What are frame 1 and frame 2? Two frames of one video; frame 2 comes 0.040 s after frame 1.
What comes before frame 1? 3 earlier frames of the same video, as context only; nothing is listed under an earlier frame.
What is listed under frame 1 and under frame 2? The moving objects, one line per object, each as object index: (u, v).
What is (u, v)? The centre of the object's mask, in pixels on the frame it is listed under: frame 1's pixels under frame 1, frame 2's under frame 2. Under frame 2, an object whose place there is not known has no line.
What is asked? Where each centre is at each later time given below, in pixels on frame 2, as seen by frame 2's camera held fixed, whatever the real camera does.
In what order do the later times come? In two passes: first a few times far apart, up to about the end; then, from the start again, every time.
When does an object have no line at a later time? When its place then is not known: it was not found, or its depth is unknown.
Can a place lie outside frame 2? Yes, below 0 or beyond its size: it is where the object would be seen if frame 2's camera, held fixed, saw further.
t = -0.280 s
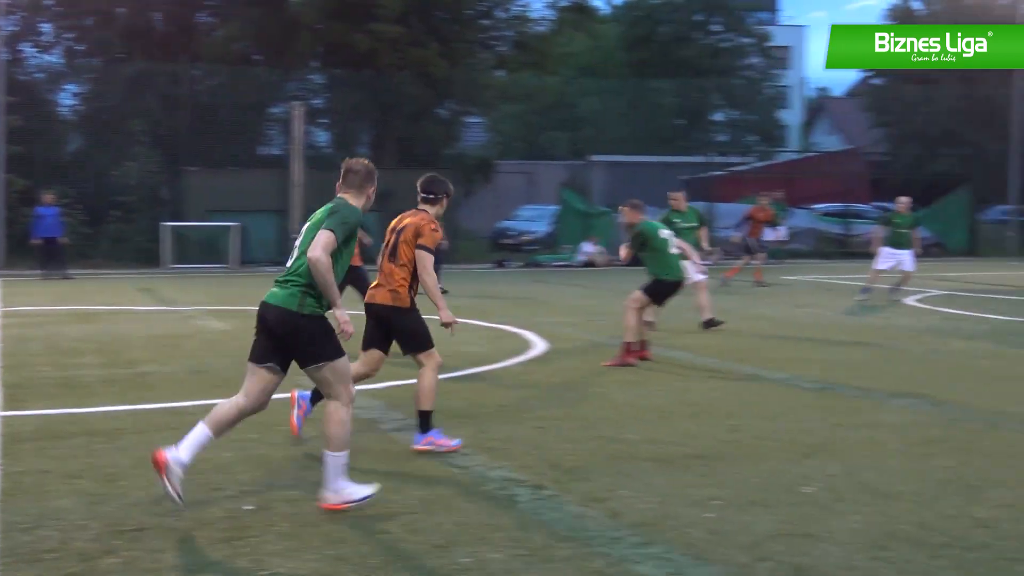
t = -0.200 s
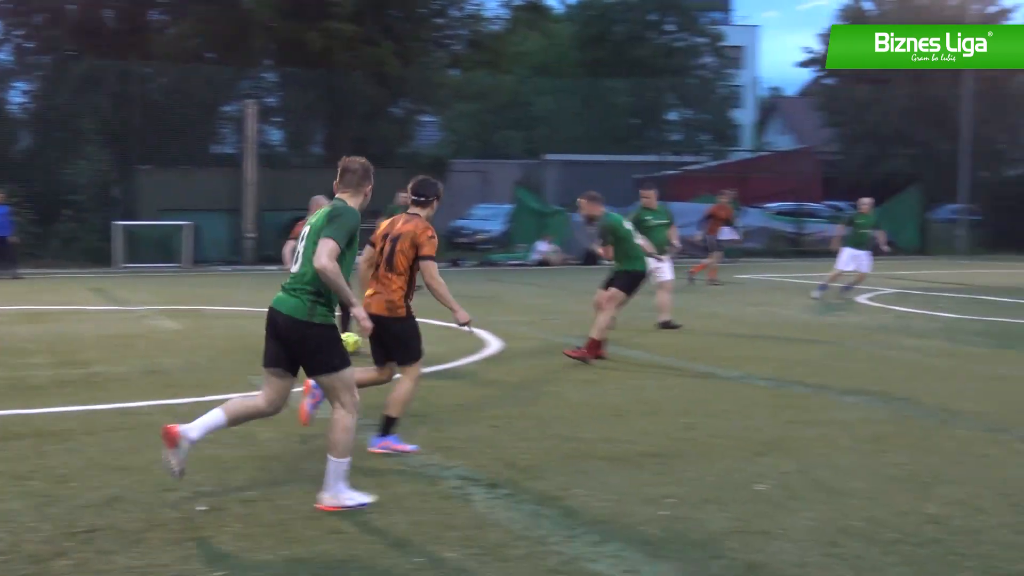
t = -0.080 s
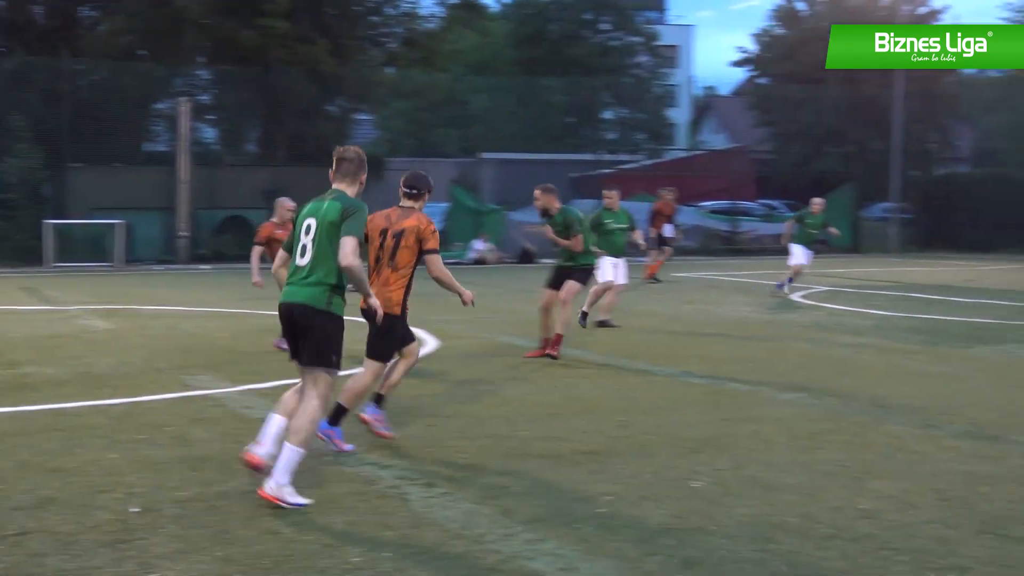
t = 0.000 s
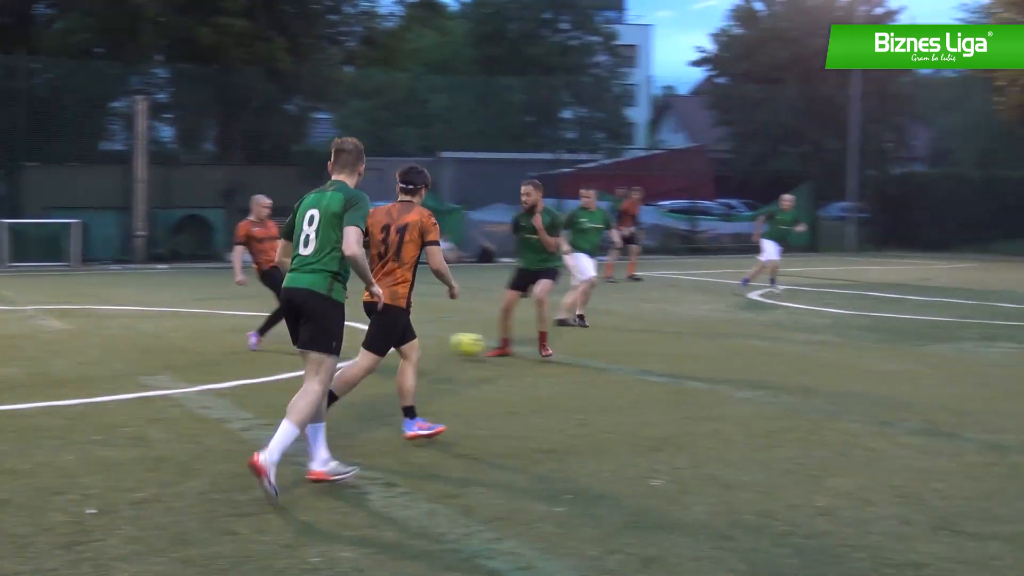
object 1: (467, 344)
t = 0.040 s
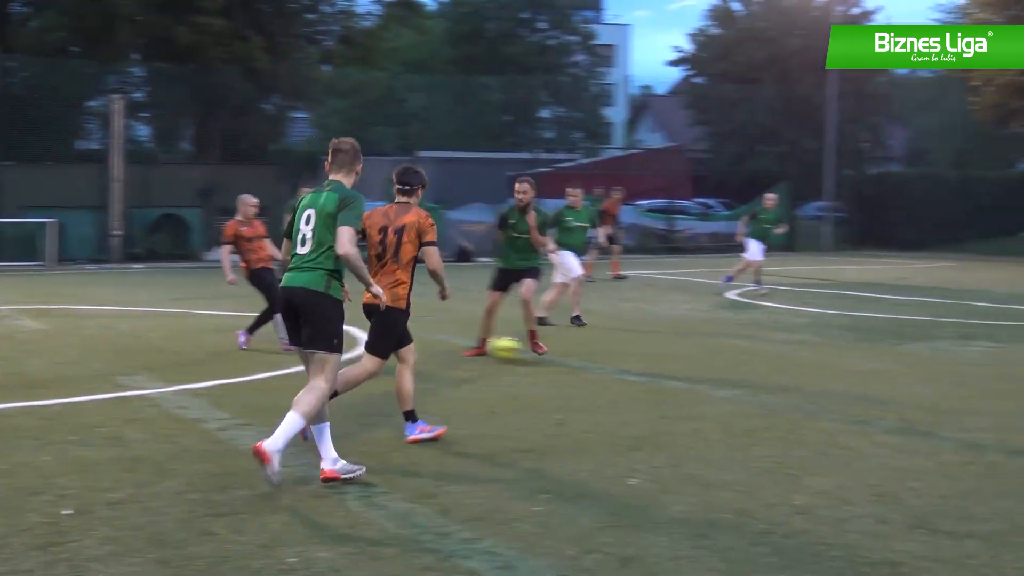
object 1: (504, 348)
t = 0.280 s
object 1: (840, 348)
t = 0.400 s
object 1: (1008, 357)
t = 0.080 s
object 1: (562, 348)
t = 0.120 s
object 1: (616, 344)
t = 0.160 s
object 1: (671, 342)
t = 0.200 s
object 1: (725, 341)
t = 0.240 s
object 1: (782, 343)
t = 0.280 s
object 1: (840, 348)
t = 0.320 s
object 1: (899, 355)
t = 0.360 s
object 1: (956, 361)
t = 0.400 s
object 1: (1008, 357)
